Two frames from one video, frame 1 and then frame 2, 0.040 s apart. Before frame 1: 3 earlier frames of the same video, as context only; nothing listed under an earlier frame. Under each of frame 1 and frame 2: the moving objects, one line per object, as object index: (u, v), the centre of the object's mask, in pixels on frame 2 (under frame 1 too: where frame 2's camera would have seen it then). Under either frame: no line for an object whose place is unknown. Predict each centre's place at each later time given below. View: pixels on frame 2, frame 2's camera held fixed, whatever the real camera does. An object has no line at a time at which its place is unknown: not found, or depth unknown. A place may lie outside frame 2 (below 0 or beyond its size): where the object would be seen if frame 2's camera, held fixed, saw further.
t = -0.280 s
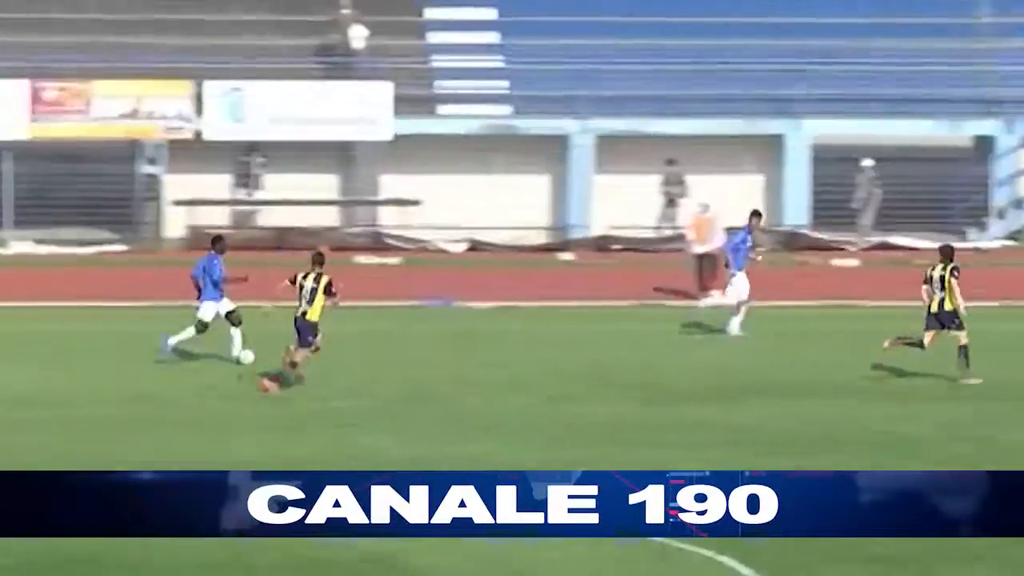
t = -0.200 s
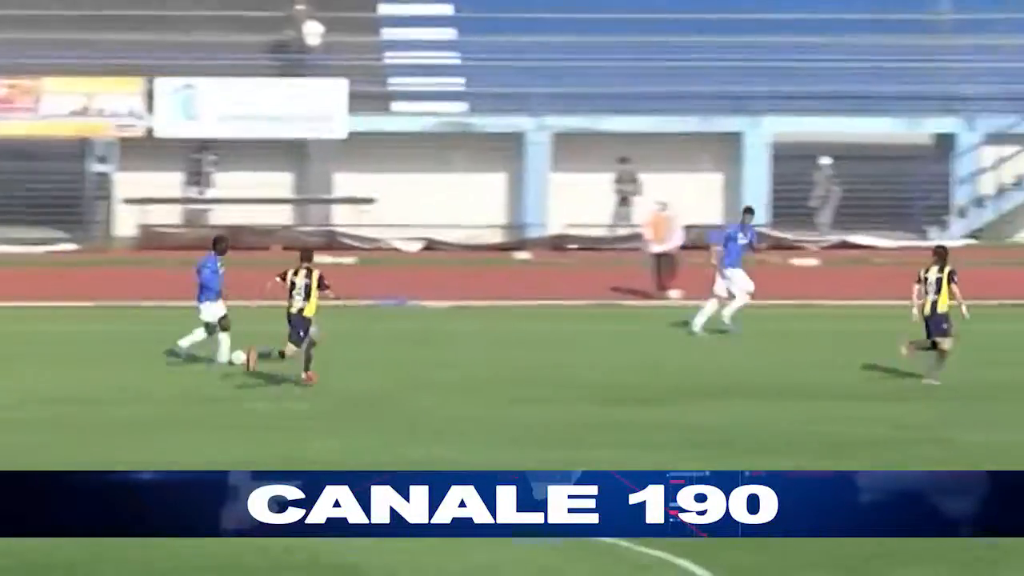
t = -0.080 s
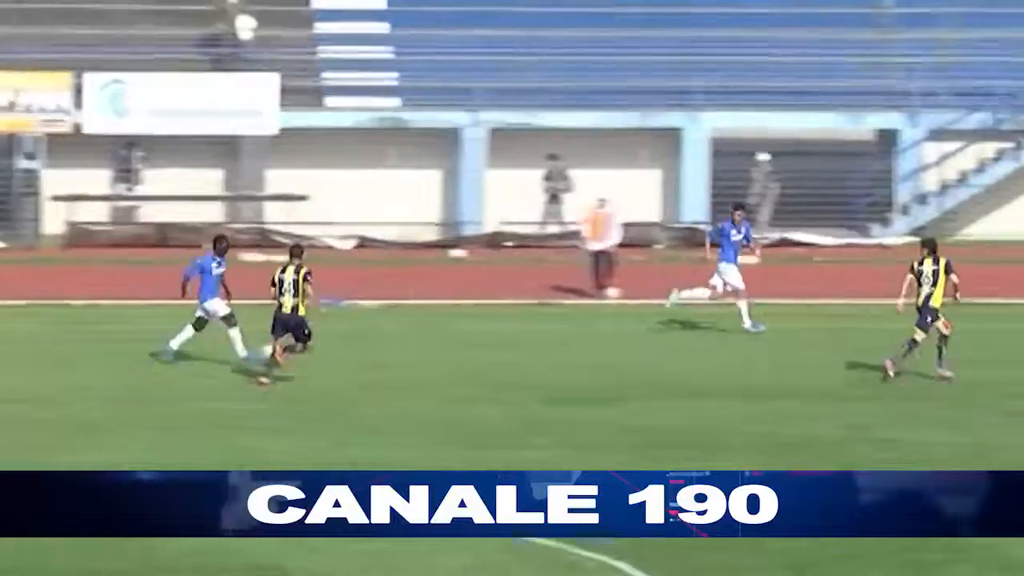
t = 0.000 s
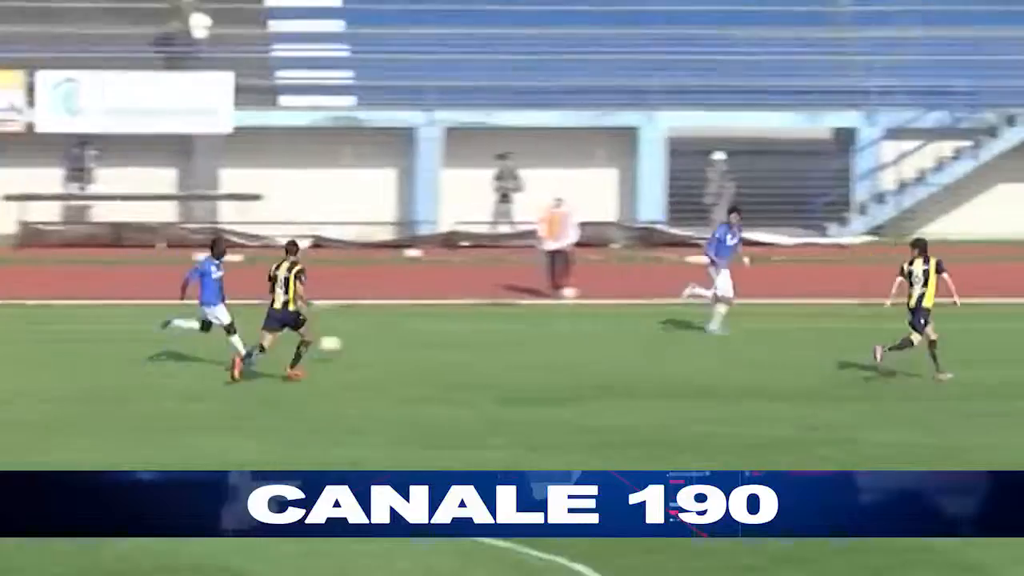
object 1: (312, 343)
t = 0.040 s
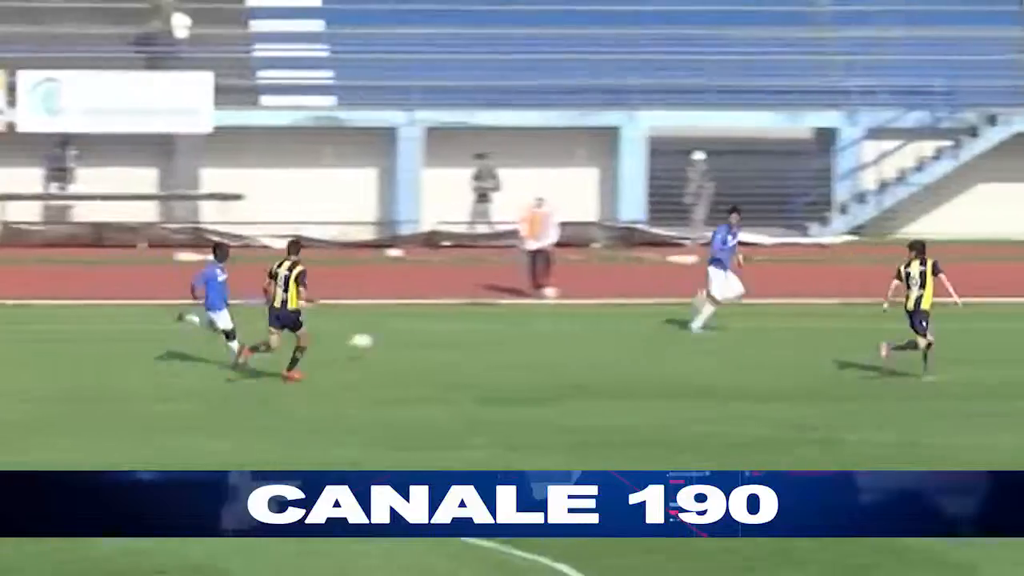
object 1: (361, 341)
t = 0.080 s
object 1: (408, 341)
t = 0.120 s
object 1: (453, 341)
